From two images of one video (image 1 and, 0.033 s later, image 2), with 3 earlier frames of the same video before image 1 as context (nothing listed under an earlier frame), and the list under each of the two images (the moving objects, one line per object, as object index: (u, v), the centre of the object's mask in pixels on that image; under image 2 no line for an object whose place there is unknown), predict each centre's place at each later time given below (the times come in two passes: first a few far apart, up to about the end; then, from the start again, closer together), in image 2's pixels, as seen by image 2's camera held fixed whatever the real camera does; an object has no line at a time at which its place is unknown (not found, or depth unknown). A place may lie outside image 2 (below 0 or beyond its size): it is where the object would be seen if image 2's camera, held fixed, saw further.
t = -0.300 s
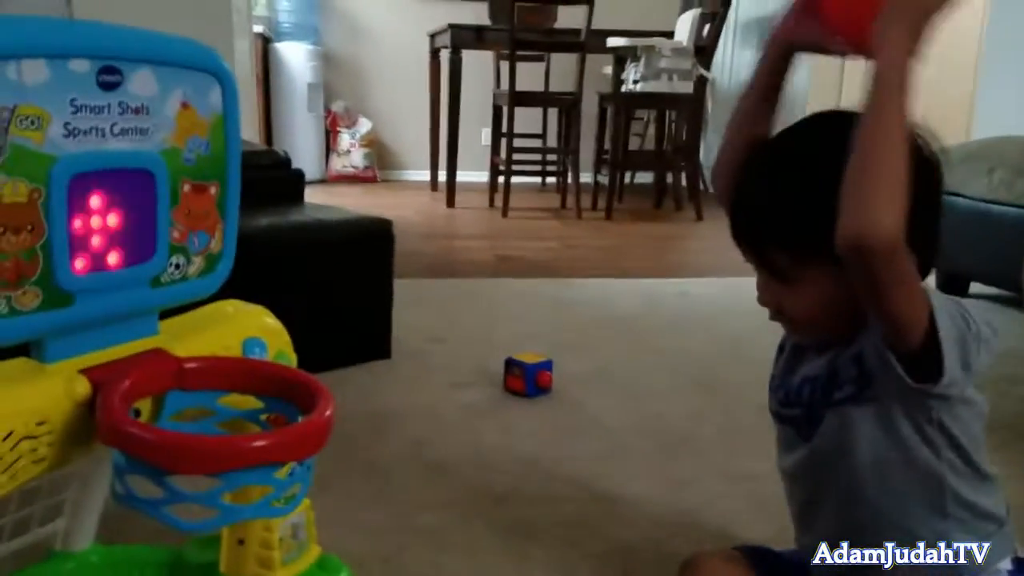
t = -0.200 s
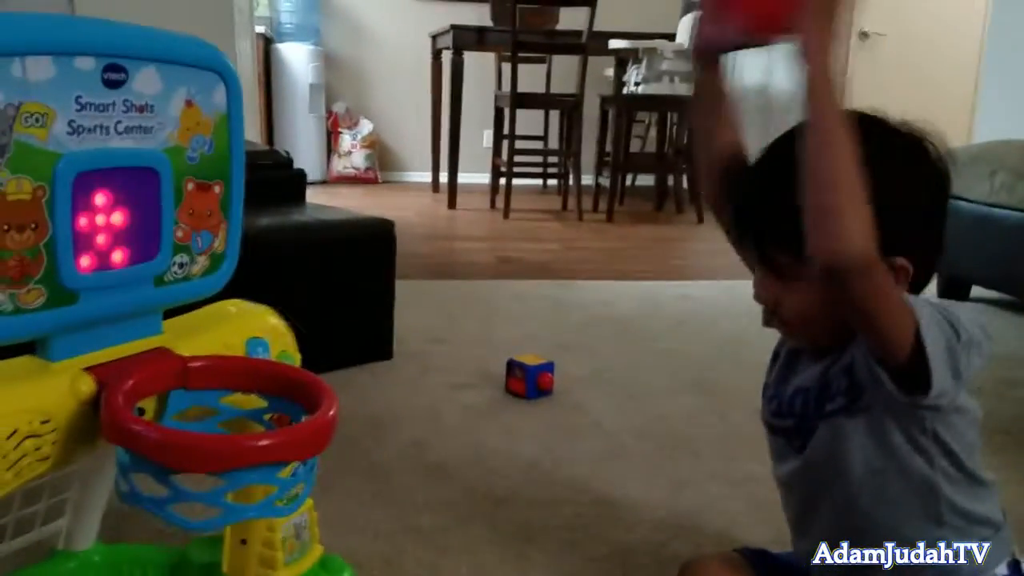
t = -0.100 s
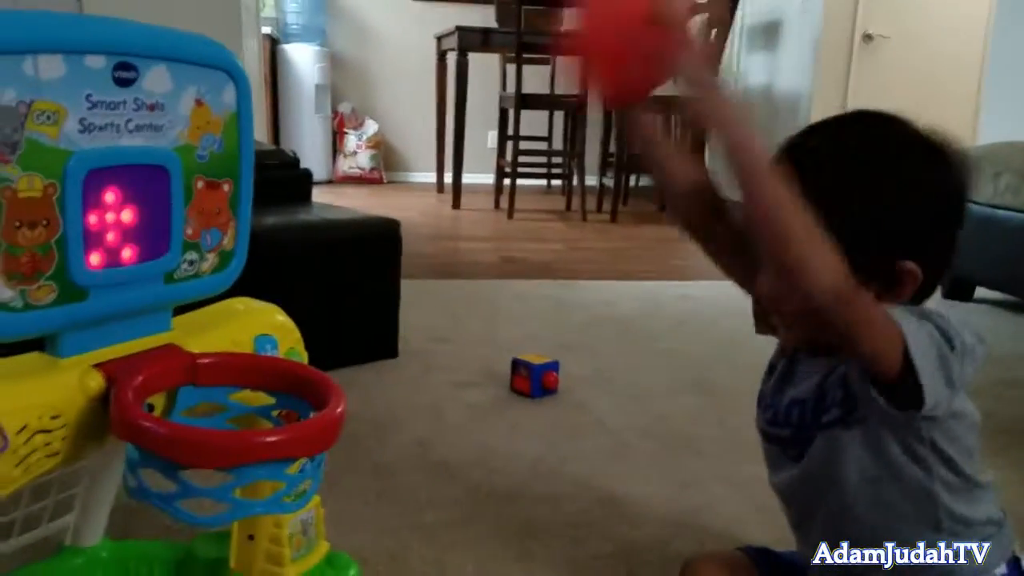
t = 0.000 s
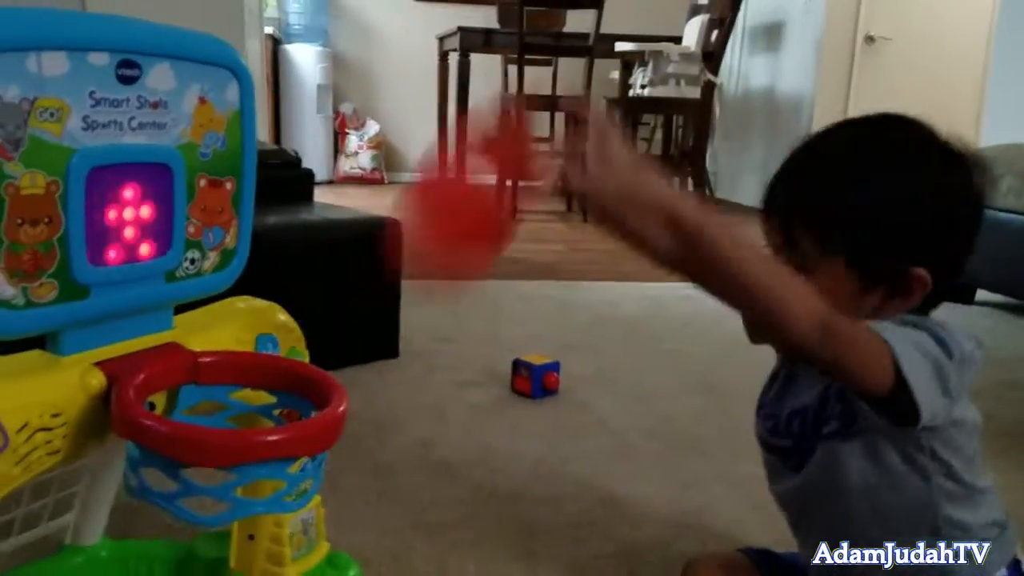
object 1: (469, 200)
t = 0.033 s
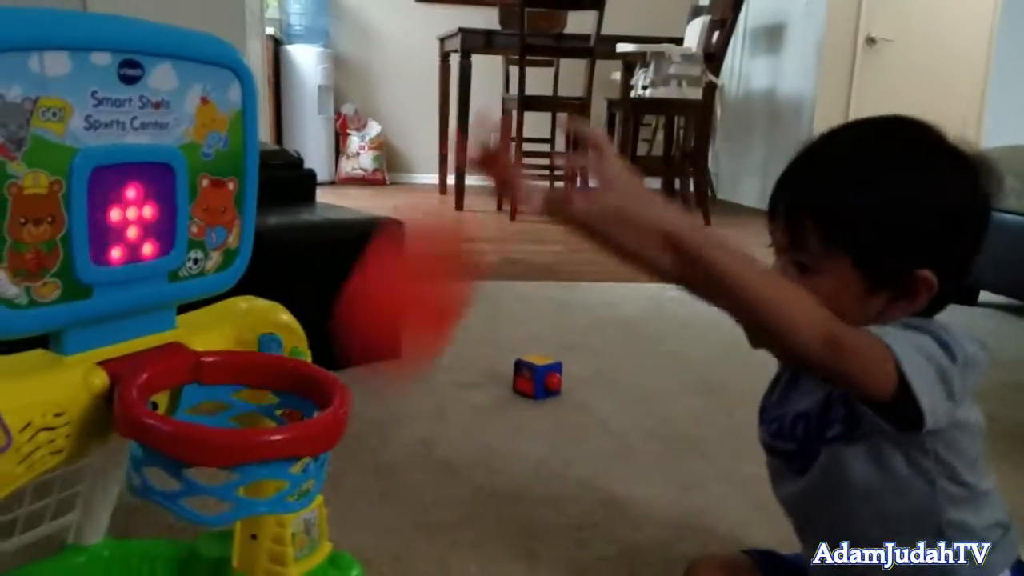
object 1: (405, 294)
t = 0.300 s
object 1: (536, 546)
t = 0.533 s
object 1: (648, 533)
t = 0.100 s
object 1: (402, 391)
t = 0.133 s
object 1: (428, 434)
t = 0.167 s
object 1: (450, 484)
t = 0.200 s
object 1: (468, 524)
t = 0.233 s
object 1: (485, 555)
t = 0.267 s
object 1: (517, 560)
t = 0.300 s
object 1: (536, 546)
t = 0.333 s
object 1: (560, 533)
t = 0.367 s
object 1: (584, 525)
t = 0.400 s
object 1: (607, 520)
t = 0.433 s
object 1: (629, 525)
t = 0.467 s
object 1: (647, 535)
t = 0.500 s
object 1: (654, 536)
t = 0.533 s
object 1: (648, 533)
